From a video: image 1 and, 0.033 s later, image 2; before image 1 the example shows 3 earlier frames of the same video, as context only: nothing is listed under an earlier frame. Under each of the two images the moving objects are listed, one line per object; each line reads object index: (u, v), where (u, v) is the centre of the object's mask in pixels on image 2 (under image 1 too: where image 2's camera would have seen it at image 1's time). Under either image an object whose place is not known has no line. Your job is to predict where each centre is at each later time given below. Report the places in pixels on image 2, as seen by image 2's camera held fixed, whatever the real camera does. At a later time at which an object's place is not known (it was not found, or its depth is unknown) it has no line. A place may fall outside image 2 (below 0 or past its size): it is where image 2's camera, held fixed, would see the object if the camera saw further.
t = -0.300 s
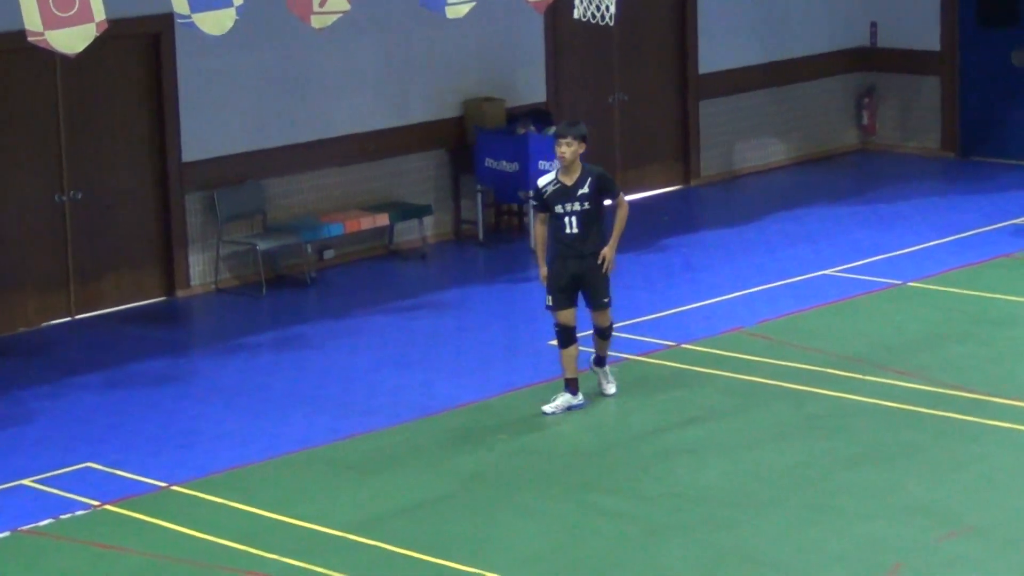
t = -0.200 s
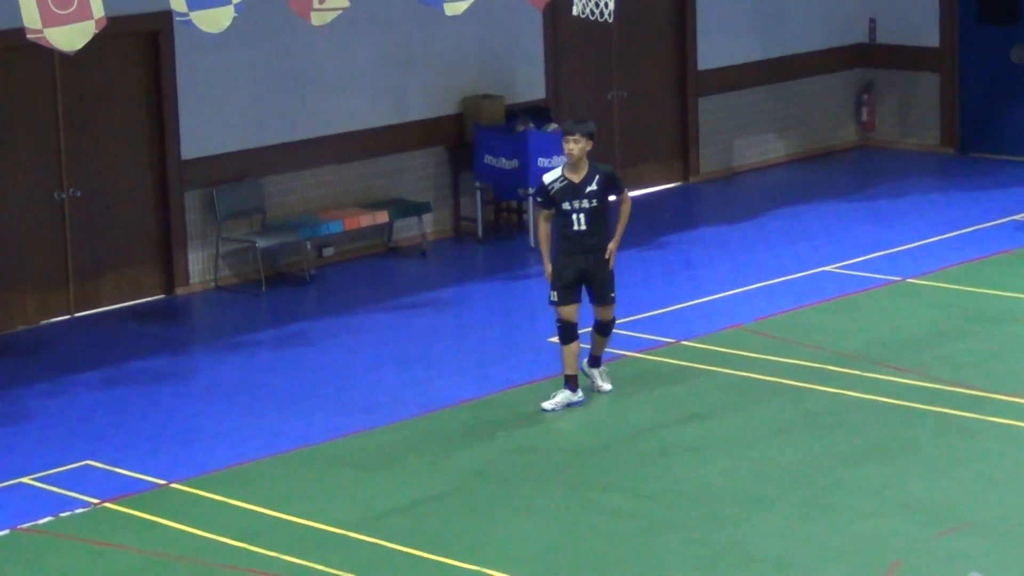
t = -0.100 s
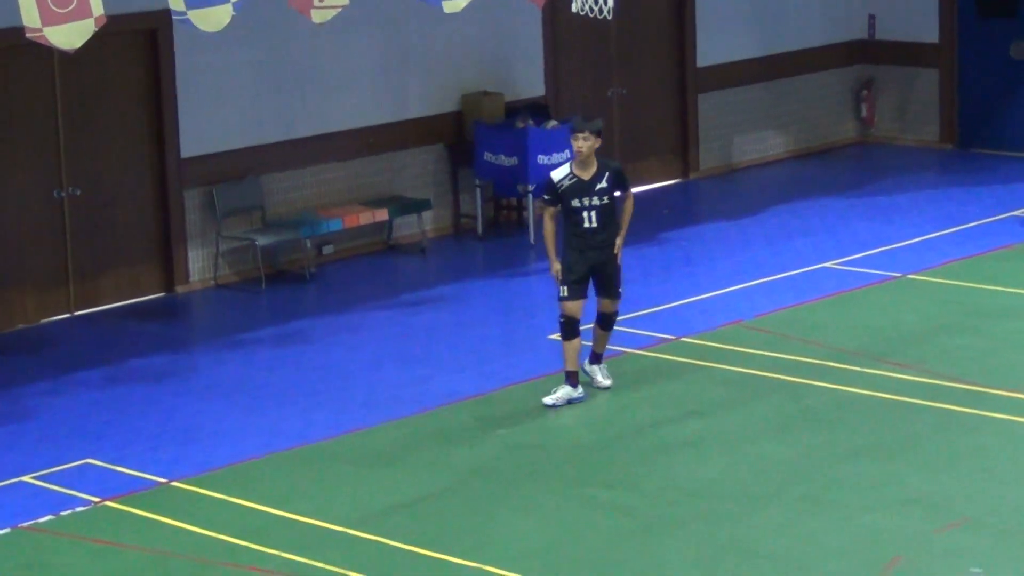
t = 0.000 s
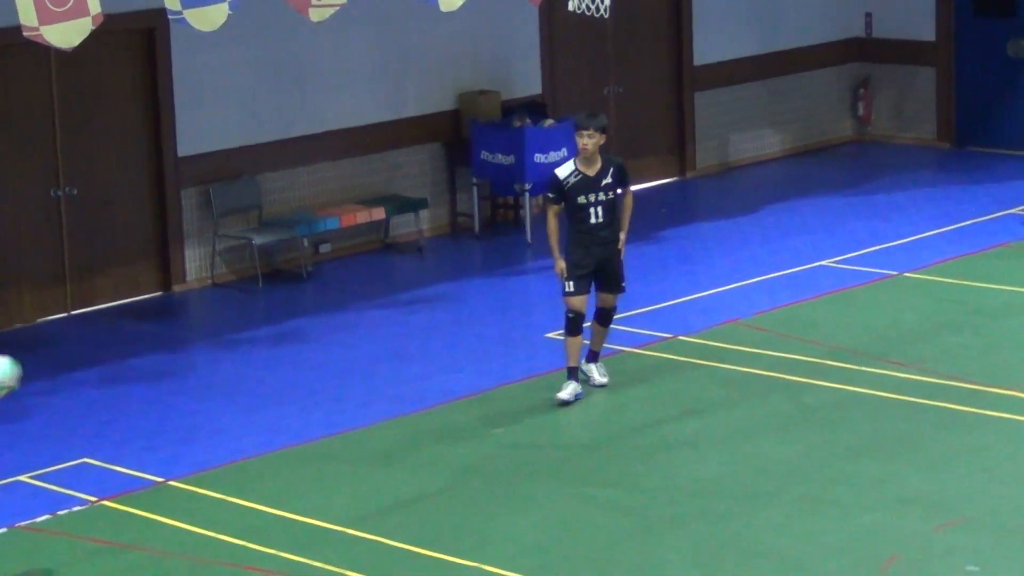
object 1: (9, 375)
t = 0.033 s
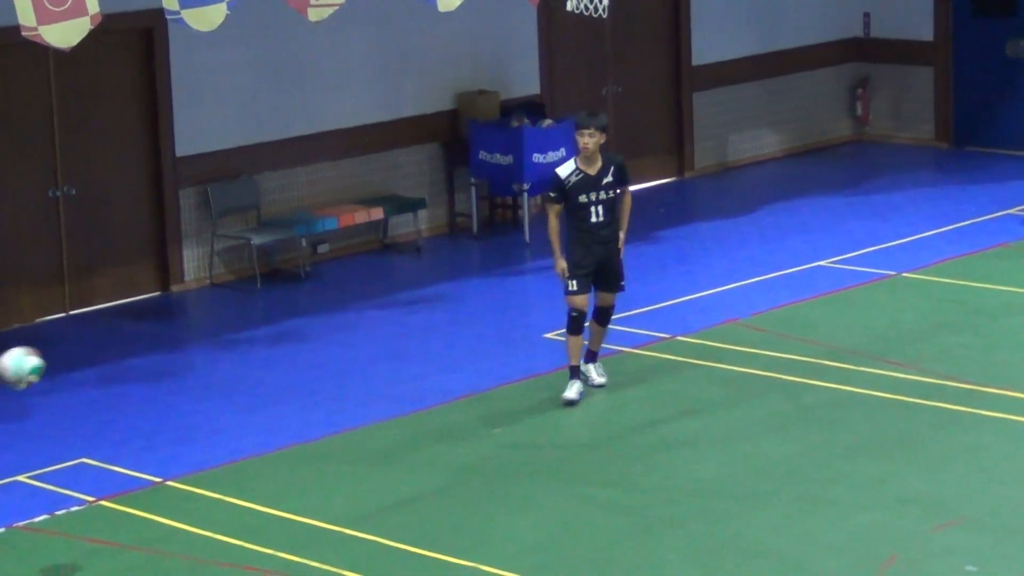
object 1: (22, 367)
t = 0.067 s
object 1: (45, 360)
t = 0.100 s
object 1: (70, 354)
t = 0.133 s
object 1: (95, 352)
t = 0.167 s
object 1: (120, 350)
